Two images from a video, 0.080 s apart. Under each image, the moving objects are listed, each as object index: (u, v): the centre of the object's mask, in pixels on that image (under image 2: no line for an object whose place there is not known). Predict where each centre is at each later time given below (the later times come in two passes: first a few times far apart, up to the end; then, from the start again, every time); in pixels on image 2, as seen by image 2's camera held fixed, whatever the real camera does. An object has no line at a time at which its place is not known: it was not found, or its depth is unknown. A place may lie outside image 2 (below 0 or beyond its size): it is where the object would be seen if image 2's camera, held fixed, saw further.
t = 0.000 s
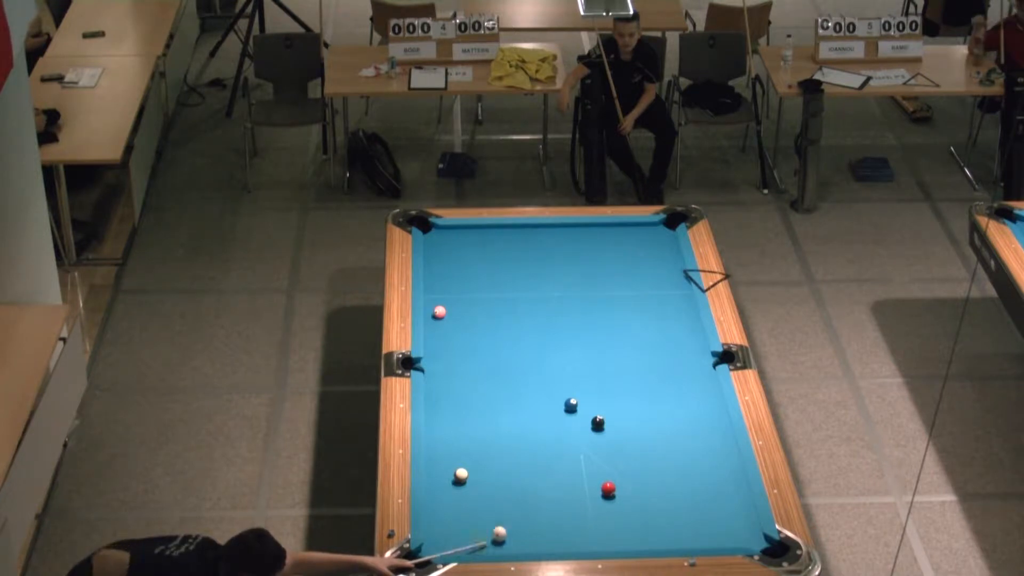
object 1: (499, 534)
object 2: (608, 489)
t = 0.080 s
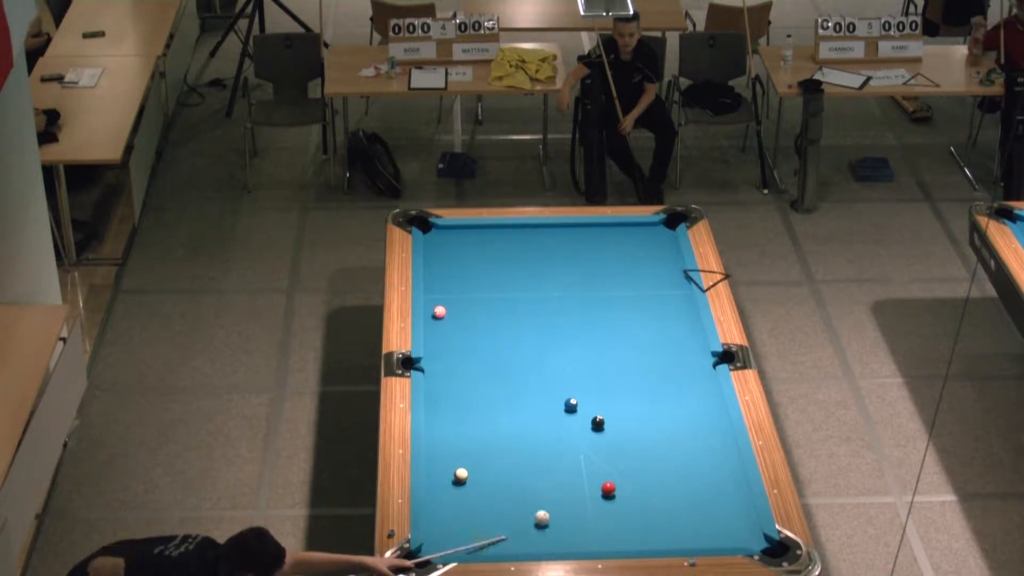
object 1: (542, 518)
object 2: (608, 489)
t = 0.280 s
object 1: (606, 500)
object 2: (632, 473)
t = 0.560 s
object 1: (619, 514)
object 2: (699, 426)
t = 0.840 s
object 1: (630, 527)
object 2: (690, 394)
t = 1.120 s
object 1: (641, 539)
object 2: (654, 368)
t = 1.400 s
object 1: (647, 543)
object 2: (621, 344)
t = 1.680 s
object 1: (648, 540)
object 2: (590, 321)
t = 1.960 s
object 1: (649, 536)
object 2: (562, 300)
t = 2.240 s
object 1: (649, 533)
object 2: (535, 281)
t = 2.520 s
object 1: (649, 532)
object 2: (511, 263)
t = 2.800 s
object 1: (650, 531)
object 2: (488, 247)
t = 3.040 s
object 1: (650, 531)
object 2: (469, 233)
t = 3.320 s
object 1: (650, 531)
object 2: (453, 234)
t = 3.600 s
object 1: (650, 531)
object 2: (438, 242)
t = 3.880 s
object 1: (650, 531)
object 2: (429, 249)
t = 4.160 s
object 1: (650, 531)
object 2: (436, 256)
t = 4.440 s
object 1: (650, 531)
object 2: (443, 261)
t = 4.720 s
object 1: (650, 531)
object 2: (449, 266)
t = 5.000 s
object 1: (650, 531)
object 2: (455, 271)
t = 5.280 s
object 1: (650, 531)
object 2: (459, 275)
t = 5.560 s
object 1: (650, 531)
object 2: (464, 279)
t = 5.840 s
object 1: (650, 531)
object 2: (467, 282)
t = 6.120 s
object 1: (650, 531)
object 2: (470, 284)
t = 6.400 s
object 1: (650, 531)
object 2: (472, 285)
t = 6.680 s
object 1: (650, 531)
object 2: (474, 287)
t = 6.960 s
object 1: (650, 531)
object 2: (476, 287)
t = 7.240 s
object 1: (650, 531)
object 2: (476, 288)
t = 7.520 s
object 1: (650, 531)
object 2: (476, 288)
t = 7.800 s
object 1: (650, 531)
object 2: (476, 288)
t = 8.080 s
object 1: (650, 531)
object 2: (476, 288)
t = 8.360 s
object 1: (650, 531)
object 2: (476, 288)
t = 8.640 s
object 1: (650, 531)
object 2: (476, 288)
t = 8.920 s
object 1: (650, 531)
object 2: (476, 288)
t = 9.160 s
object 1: (650, 531)
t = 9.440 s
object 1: (650, 531)
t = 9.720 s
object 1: (650, 531)
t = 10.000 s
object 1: (650, 531)
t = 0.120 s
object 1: (561, 510)
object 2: (608, 489)
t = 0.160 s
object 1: (580, 503)
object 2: (608, 490)
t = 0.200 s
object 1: (598, 496)
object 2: (609, 489)
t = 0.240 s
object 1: (602, 498)
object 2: (620, 481)
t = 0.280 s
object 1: (606, 500)
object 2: (632, 473)
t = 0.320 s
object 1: (608, 501)
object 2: (643, 465)
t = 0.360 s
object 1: (610, 503)
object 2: (653, 458)
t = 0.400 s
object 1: (612, 506)
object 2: (663, 451)
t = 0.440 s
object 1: (613, 507)
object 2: (673, 444)
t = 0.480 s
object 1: (615, 509)
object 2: (682, 438)
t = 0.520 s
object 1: (617, 512)
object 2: (690, 432)
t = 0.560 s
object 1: (619, 514)
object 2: (699, 426)
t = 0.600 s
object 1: (620, 515)
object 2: (707, 420)
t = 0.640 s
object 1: (622, 517)
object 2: (715, 414)
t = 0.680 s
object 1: (623, 519)
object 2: (719, 409)
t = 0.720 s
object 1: (625, 521)
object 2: (710, 405)
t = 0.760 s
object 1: (627, 523)
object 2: (703, 401)
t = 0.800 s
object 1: (628, 525)
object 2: (696, 398)
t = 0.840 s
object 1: (630, 527)
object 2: (690, 394)
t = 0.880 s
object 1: (631, 529)
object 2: (684, 390)
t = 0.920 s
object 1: (633, 531)
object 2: (679, 386)
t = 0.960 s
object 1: (635, 532)
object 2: (674, 382)
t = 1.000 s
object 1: (636, 534)
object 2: (669, 379)
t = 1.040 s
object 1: (638, 535)
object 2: (663, 375)
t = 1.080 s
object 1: (639, 537)
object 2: (659, 371)
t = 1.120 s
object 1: (641, 539)
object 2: (654, 368)
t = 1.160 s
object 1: (642, 540)
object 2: (649, 364)
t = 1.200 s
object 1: (643, 541)
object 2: (644, 361)
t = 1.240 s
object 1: (645, 542)
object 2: (639, 357)
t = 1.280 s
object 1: (646, 543)
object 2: (634, 353)
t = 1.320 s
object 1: (647, 544)
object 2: (630, 350)
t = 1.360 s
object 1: (647, 543)
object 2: (625, 347)
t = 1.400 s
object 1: (647, 543)
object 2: (621, 344)
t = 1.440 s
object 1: (647, 542)
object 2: (616, 340)
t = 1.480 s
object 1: (648, 542)
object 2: (612, 337)
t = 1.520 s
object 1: (648, 541)
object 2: (607, 333)
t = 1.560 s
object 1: (648, 541)
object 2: (603, 331)
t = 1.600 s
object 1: (648, 540)
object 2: (599, 327)
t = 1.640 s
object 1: (648, 540)
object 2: (595, 324)
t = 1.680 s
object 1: (648, 540)
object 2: (590, 321)
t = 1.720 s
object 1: (648, 539)
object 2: (586, 318)
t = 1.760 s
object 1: (648, 539)
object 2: (582, 315)
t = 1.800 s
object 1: (648, 538)
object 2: (578, 312)
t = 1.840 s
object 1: (649, 538)
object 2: (574, 309)
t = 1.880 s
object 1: (648, 537)
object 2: (570, 306)
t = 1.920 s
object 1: (649, 537)
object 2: (566, 304)
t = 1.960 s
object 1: (649, 536)
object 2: (562, 300)
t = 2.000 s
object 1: (649, 536)
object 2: (558, 297)
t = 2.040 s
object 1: (649, 535)
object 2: (554, 295)
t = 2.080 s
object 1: (649, 535)
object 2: (550, 292)
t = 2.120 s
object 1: (649, 534)
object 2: (546, 289)
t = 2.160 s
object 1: (649, 534)
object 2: (543, 286)
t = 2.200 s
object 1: (649, 533)
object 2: (539, 284)
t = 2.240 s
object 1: (649, 533)
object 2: (535, 281)
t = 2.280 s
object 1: (649, 533)
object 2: (532, 278)
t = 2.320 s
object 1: (649, 533)
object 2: (528, 276)
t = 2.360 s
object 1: (649, 532)
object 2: (524, 273)
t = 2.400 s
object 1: (649, 532)
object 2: (521, 271)
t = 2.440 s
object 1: (649, 532)
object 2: (518, 268)
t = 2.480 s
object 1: (649, 532)
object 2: (514, 265)
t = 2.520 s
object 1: (649, 532)
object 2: (511, 263)
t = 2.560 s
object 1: (649, 532)
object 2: (508, 261)
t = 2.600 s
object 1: (650, 531)
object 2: (504, 258)
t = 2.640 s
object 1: (650, 531)
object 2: (501, 256)
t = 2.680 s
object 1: (650, 531)
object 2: (497, 254)
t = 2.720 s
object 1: (650, 531)
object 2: (494, 251)
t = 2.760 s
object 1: (650, 531)
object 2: (491, 249)
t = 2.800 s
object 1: (650, 531)
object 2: (488, 247)
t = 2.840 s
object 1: (650, 531)
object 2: (484, 245)
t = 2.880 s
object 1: (650, 531)
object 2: (482, 242)
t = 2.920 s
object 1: (650, 531)
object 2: (478, 240)
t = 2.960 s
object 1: (650, 531)
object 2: (475, 237)
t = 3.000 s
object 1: (650, 531)
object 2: (472, 235)
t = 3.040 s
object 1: (650, 531)
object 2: (469, 233)
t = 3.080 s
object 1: (650, 531)
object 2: (466, 231)
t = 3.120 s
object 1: (650, 531)
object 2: (463, 229)
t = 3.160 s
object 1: (650, 531)
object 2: (461, 229)
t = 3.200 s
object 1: (650, 531)
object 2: (459, 231)
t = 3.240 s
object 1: (650, 531)
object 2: (457, 232)
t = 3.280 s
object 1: (650, 531)
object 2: (455, 233)
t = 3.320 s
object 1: (650, 531)
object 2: (453, 234)
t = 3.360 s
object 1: (650, 531)
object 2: (450, 235)
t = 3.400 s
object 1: (650, 531)
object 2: (449, 236)
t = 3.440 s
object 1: (650, 531)
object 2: (447, 238)
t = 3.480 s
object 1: (650, 531)
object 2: (444, 239)
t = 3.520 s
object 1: (650, 531)
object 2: (442, 240)
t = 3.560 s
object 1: (650, 531)
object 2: (440, 241)
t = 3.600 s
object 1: (650, 531)
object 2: (438, 242)
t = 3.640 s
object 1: (650, 531)
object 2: (436, 244)
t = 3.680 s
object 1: (650, 531)
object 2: (434, 244)
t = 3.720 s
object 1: (650, 531)
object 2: (432, 245)
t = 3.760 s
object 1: (650, 531)
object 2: (430, 246)
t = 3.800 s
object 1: (650, 531)
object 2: (428, 248)
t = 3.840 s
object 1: (650, 531)
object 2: (428, 248)
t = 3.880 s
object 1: (650, 531)
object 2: (429, 249)
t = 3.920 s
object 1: (650, 531)
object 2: (430, 250)
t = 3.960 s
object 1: (650, 531)
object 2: (431, 251)
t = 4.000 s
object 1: (650, 531)
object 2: (433, 252)
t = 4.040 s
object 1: (650, 531)
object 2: (433, 253)
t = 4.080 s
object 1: (650, 531)
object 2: (434, 254)
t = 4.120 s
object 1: (650, 531)
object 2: (435, 255)
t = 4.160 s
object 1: (650, 531)
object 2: (436, 256)
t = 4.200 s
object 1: (650, 531)
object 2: (437, 257)
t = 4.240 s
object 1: (650, 531)
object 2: (438, 258)
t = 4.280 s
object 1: (650, 531)
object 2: (439, 258)
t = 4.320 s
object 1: (650, 531)
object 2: (440, 259)
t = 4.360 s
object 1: (650, 531)
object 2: (441, 259)
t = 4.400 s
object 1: (650, 531)
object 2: (442, 261)
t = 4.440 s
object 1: (650, 531)
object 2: (443, 261)
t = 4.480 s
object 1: (650, 531)
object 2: (444, 262)
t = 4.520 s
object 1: (650, 531)
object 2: (445, 263)
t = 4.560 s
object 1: (650, 531)
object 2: (446, 263)
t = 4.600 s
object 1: (650, 531)
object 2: (447, 264)
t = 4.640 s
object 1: (650, 531)
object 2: (448, 265)
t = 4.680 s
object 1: (650, 531)
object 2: (448, 266)
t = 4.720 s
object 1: (650, 531)
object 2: (449, 266)
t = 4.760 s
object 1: (650, 531)
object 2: (450, 267)
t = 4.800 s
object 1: (650, 531)
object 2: (451, 268)
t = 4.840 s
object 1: (650, 531)
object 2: (452, 268)
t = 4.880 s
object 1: (650, 531)
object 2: (453, 269)
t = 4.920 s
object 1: (650, 531)
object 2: (453, 270)
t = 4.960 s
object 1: (650, 531)
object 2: (454, 270)
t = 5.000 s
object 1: (650, 531)
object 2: (455, 271)
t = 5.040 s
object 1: (650, 531)
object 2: (456, 272)
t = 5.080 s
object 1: (650, 531)
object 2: (457, 272)
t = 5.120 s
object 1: (650, 531)
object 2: (457, 273)
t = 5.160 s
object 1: (650, 531)
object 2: (458, 274)
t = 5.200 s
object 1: (650, 531)
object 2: (458, 274)
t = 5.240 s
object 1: (650, 531)
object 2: (459, 274)
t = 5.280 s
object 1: (650, 531)
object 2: (459, 275)
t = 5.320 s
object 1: (650, 531)
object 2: (460, 276)
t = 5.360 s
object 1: (650, 531)
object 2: (461, 277)
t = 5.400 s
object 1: (650, 531)
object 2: (461, 277)
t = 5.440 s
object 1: (650, 531)
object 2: (462, 277)
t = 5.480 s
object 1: (650, 531)
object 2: (463, 278)
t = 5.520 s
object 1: (650, 531)
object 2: (463, 278)
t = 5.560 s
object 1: (650, 531)
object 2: (464, 279)
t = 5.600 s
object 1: (650, 531)
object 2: (464, 280)
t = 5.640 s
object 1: (650, 531)
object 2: (465, 280)
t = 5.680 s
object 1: (650, 531)
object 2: (465, 280)
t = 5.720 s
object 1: (650, 531)
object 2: (466, 280)
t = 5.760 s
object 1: (650, 531)
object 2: (466, 281)
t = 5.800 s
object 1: (650, 531)
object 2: (467, 281)
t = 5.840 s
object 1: (650, 531)
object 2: (467, 282)
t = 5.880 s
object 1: (650, 531)
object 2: (468, 282)
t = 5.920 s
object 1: (650, 531)
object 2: (468, 282)
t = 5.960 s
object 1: (650, 531)
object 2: (468, 282)
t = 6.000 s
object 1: (650, 531)
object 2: (469, 283)
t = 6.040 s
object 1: (650, 531)
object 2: (469, 283)
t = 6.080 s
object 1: (650, 531)
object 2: (470, 284)
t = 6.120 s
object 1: (650, 531)
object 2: (470, 284)
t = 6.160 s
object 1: (650, 531)
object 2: (470, 284)
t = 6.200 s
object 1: (650, 531)
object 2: (471, 284)
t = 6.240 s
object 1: (650, 531)
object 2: (471, 285)
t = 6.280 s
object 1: (650, 531)
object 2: (471, 285)
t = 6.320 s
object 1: (650, 531)
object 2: (472, 285)
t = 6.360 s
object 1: (650, 531)
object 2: (472, 285)
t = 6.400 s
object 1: (650, 531)
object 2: (472, 285)
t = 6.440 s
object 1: (650, 531)
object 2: (473, 286)
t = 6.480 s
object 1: (650, 531)
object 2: (473, 286)
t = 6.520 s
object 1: (650, 531)
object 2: (473, 286)
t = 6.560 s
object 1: (650, 531)
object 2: (474, 286)
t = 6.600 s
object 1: (650, 531)
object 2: (474, 287)
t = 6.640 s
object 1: (650, 531)
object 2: (474, 287)
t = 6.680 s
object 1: (650, 531)
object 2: (474, 287)
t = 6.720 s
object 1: (650, 531)
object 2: (475, 287)
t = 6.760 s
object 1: (650, 531)
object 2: (475, 287)
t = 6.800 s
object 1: (650, 531)
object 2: (475, 287)
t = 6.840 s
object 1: (650, 531)
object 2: (475, 287)
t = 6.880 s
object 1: (650, 531)
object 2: (475, 287)
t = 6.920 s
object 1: (650, 531)
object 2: (475, 287)
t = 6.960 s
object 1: (650, 531)
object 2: (476, 287)
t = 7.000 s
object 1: (650, 531)
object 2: (476, 287)
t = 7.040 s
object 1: (650, 531)
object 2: (476, 288)
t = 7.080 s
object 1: (650, 531)
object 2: (476, 288)
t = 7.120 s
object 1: (650, 531)
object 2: (476, 288)
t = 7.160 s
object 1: (650, 531)
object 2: (476, 288)
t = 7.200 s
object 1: (650, 531)
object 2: (476, 288)
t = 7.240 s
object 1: (650, 531)
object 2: (476, 288)
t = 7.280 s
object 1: (650, 531)
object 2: (476, 288)
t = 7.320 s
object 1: (650, 531)
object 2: (476, 288)
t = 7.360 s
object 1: (650, 531)
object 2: (476, 288)
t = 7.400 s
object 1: (650, 531)
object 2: (476, 288)
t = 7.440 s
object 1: (650, 531)
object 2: (476, 288)
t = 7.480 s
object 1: (650, 531)
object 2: (476, 288)
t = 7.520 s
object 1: (650, 531)
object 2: (476, 288)
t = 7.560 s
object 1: (650, 531)
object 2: (476, 288)
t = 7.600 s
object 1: (650, 531)
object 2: (476, 288)
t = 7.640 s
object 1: (650, 531)
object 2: (476, 288)
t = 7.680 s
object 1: (650, 531)
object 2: (476, 288)
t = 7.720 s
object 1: (650, 531)
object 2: (476, 288)
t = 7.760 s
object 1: (650, 531)
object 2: (476, 288)
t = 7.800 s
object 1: (650, 531)
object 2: (476, 288)
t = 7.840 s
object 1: (650, 531)
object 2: (476, 288)
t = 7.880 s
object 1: (650, 531)
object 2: (476, 288)
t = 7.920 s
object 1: (650, 531)
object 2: (476, 288)
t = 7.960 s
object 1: (650, 531)
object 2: (476, 288)
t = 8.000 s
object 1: (650, 531)
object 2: (476, 288)
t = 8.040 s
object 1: (650, 531)
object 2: (476, 288)
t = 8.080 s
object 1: (650, 531)
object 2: (476, 288)
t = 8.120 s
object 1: (650, 531)
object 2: (476, 288)
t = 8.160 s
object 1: (650, 531)
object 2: (476, 288)
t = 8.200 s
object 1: (650, 531)
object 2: (476, 288)
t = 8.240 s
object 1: (650, 531)
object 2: (476, 288)
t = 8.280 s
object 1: (650, 531)
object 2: (476, 288)
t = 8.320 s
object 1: (650, 531)
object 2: (476, 288)
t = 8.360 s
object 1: (650, 531)
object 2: (476, 288)
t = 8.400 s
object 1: (650, 531)
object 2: (476, 288)
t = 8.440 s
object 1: (650, 531)
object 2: (476, 288)
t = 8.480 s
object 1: (650, 531)
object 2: (476, 288)
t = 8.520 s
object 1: (650, 531)
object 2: (476, 288)
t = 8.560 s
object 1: (650, 531)
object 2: (476, 288)
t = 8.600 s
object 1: (650, 531)
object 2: (476, 288)
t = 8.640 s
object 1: (650, 531)
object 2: (476, 288)
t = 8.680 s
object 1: (650, 531)
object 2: (476, 288)
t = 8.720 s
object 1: (650, 531)
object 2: (476, 288)
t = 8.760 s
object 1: (650, 531)
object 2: (476, 288)
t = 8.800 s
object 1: (650, 531)
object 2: (476, 288)
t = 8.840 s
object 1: (650, 532)
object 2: (476, 288)
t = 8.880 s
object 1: (650, 531)
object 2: (476, 288)
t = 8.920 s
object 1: (650, 531)
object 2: (476, 288)
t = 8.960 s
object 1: (650, 531)
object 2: (476, 288)
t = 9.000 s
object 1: (650, 531)
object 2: (476, 288)
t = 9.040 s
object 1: (650, 531)
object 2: (476, 288)
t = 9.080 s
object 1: (650, 531)
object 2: (476, 288)
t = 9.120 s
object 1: (650, 531)
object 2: (476, 288)
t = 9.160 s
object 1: (650, 531)
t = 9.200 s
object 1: (650, 531)
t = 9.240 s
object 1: (650, 531)
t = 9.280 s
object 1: (650, 531)
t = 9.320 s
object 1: (650, 531)
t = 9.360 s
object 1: (650, 531)
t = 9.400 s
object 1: (650, 531)
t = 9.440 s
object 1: (650, 531)
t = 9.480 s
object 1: (650, 531)
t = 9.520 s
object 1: (650, 531)
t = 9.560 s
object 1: (650, 531)
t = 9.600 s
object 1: (650, 531)
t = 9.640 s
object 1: (650, 531)
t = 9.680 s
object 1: (650, 531)
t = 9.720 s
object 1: (650, 531)
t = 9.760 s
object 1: (650, 531)
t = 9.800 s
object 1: (650, 531)
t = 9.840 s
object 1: (650, 531)
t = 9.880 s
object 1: (650, 531)
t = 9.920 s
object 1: (650, 531)
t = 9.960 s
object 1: (650, 531)
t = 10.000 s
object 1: (650, 531)
